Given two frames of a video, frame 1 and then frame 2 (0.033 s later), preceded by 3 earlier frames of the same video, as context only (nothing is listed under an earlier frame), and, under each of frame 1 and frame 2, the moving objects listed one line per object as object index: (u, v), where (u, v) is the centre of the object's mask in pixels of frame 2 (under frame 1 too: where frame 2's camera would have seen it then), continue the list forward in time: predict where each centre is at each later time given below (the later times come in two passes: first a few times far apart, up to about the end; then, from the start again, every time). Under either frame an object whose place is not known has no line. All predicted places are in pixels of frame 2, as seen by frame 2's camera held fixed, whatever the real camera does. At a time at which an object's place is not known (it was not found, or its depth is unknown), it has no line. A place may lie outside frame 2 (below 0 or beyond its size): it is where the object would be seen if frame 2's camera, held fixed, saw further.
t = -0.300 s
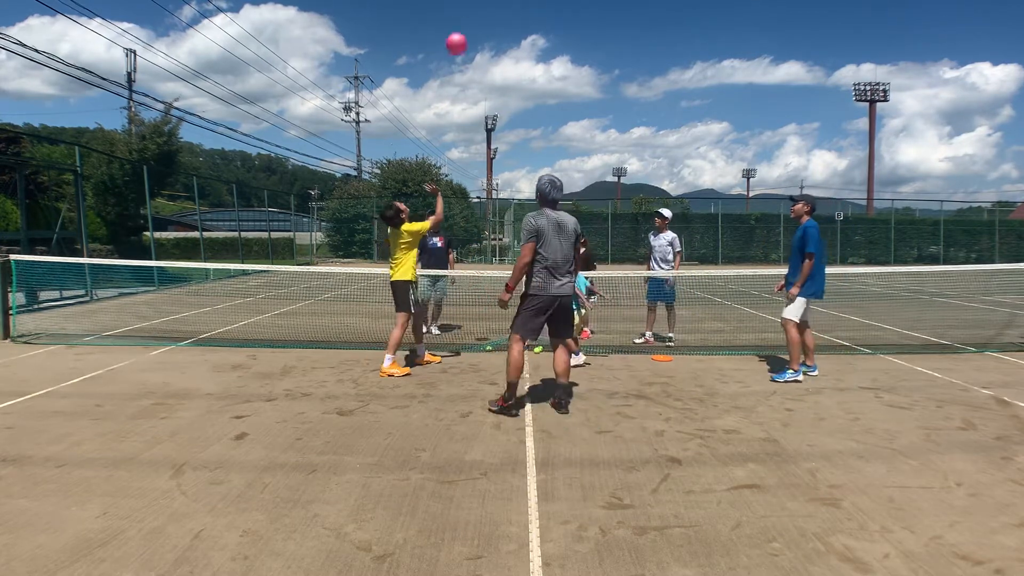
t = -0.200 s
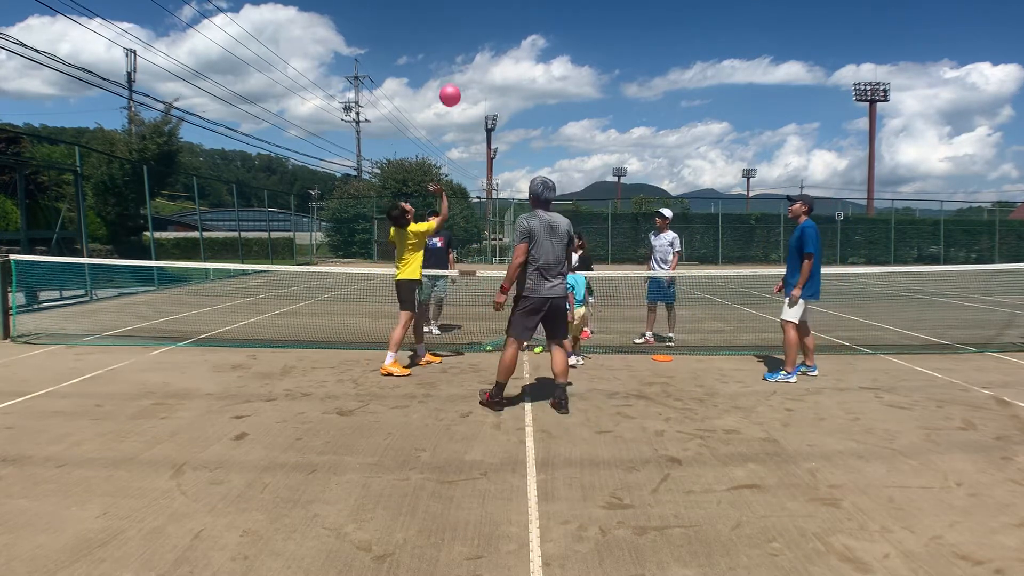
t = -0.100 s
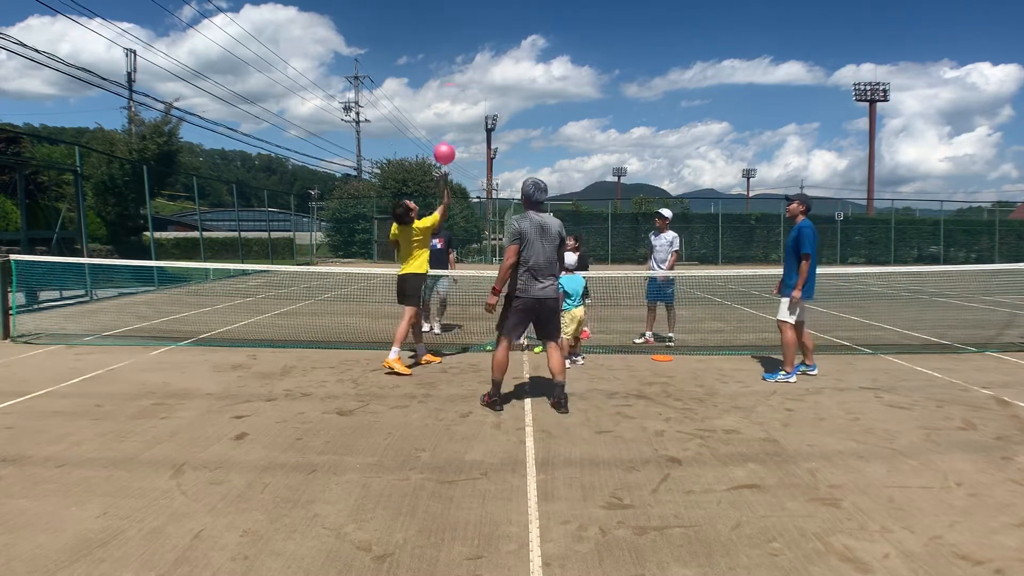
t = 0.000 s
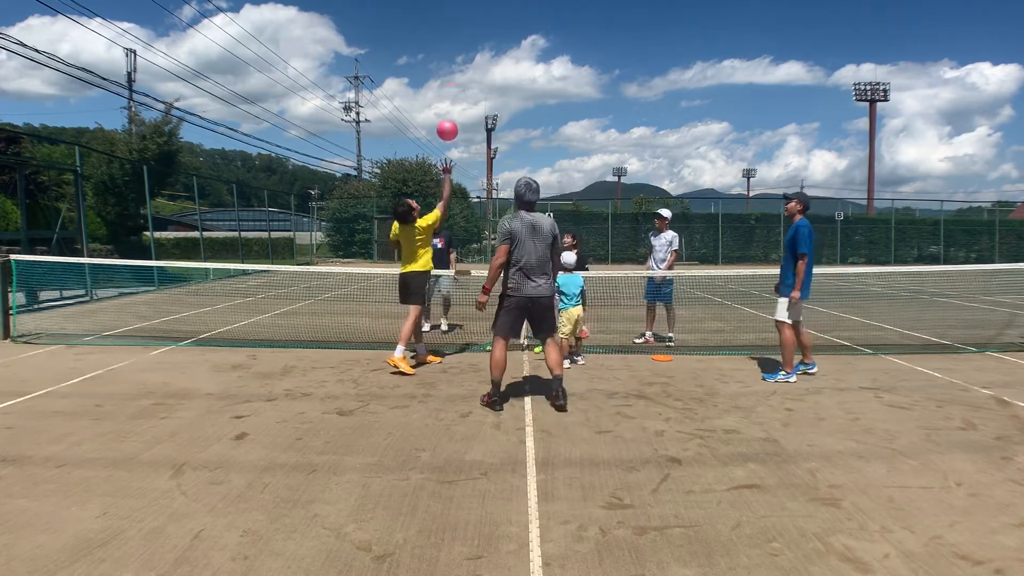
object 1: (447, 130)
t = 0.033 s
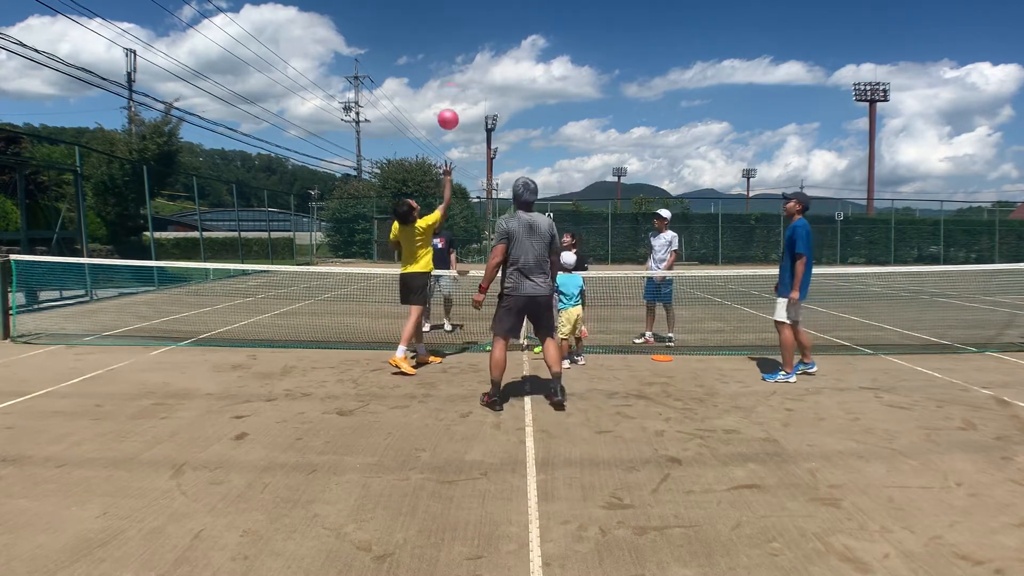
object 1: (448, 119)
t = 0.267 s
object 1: (456, 77)
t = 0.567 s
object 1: (464, 96)
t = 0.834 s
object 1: (469, 168)
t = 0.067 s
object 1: (449, 110)
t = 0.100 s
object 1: (450, 101)
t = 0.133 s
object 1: (451, 94)
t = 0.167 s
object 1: (452, 88)
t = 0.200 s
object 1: (453, 83)
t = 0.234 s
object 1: (454, 79)
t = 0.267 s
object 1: (456, 77)
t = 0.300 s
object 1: (457, 75)
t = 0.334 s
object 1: (458, 74)
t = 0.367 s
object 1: (459, 74)
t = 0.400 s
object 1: (460, 76)
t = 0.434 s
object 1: (461, 78)
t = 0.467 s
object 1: (462, 82)
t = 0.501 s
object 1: (463, 86)
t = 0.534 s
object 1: (464, 91)
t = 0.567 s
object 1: (464, 96)
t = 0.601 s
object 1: (465, 103)
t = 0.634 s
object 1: (466, 110)
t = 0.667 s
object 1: (466, 118)
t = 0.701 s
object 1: (467, 127)
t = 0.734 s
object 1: (467, 136)
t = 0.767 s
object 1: (468, 146)
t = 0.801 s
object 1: (468, 157)
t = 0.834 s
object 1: (469, 168)
